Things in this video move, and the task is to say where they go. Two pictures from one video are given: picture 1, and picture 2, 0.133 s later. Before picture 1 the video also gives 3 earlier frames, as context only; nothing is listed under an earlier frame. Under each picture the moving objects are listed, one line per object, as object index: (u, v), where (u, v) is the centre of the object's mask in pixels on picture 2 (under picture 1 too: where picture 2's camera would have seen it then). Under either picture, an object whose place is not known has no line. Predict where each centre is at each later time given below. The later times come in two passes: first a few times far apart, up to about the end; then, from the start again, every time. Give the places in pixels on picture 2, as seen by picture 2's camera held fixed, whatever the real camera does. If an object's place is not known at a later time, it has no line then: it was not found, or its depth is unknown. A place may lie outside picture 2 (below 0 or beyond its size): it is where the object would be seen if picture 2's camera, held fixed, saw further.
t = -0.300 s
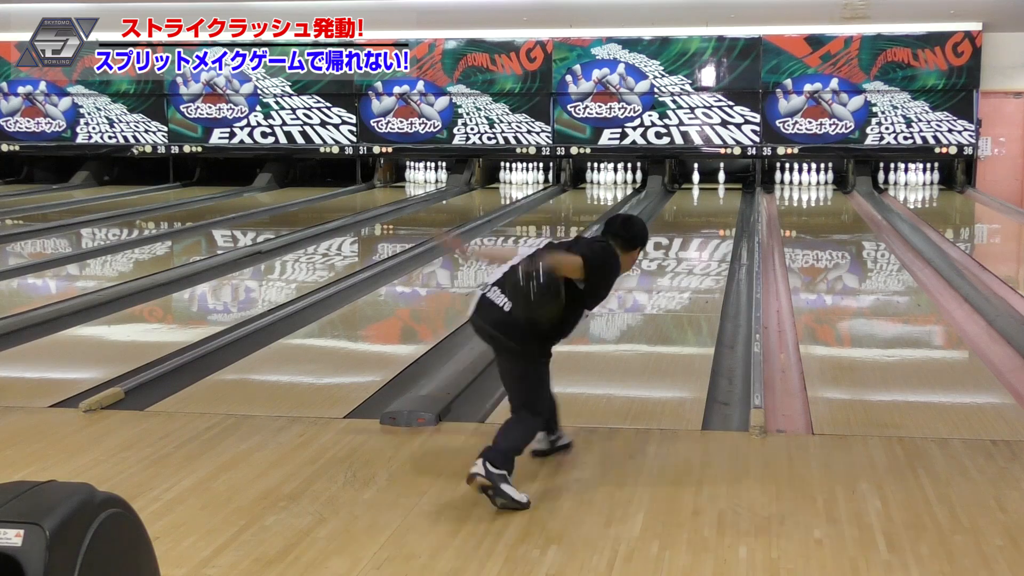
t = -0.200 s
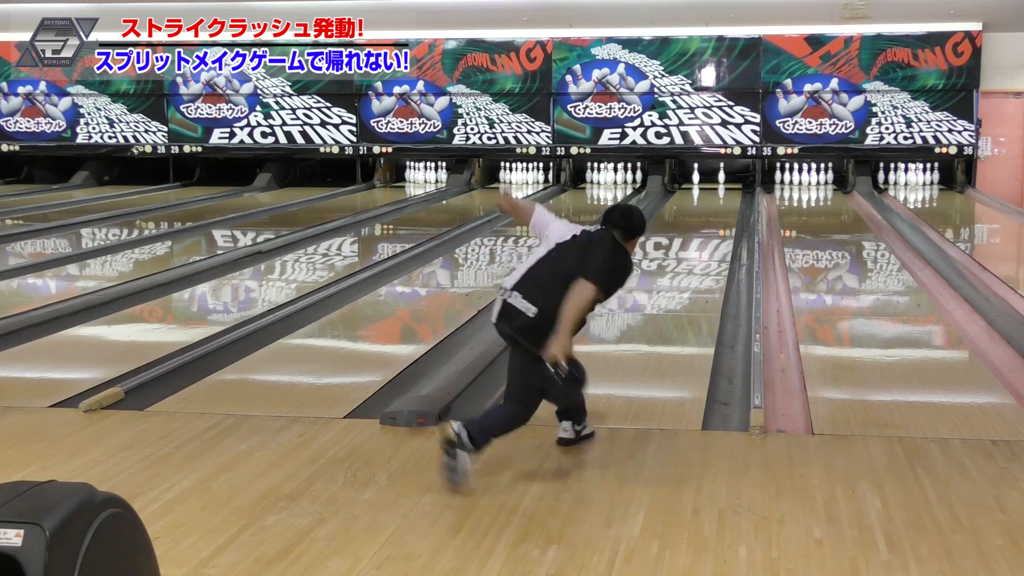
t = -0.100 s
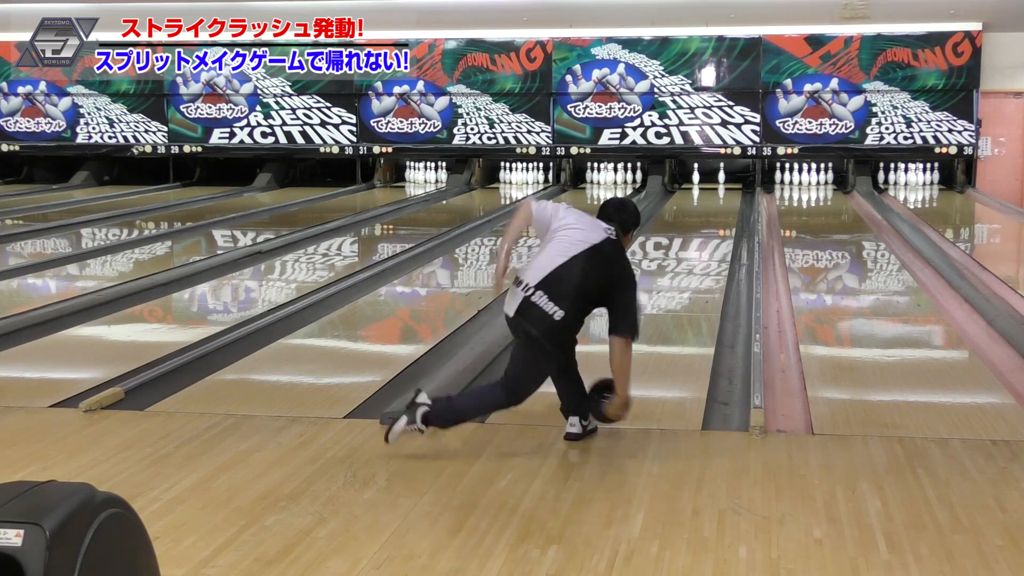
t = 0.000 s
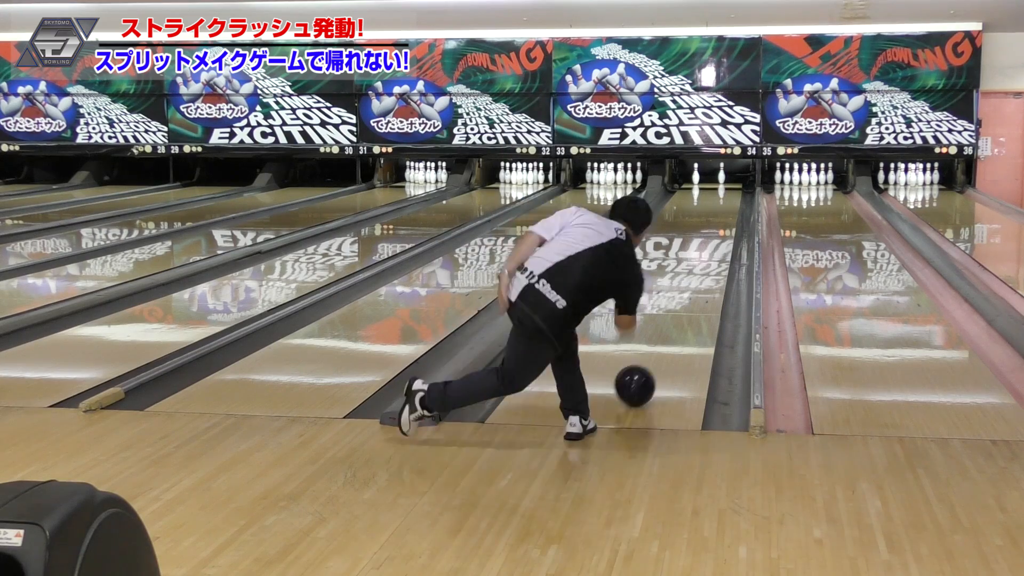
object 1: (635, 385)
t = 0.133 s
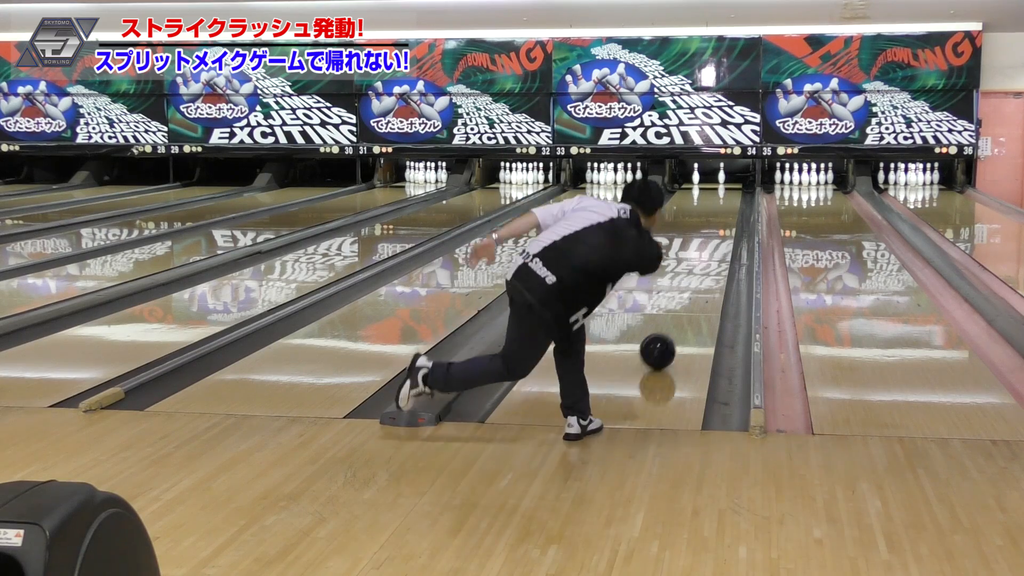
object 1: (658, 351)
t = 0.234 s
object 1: (671, 330)
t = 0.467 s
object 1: (695, 297)
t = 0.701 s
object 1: (711, 265)
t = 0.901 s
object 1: (720, 248)
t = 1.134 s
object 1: (727, 231)
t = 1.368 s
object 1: (729, 218)
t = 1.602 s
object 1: (728, 207)
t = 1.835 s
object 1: (723, 198)
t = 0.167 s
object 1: (662, 343)
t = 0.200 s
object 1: (667, 336)
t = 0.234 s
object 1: (671, 330)
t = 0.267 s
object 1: (675, 324)
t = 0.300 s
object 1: (679, 318)
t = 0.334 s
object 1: (682, 313)
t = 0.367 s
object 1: (686, 307)
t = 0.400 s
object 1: (689, 302)
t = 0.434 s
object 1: (692, 297)
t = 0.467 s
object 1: (695, 297)
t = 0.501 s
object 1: (704, 288)
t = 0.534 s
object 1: (701, 284)
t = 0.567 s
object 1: (703, 280)
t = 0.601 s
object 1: (705, 276)
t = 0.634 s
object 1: (707, 272)
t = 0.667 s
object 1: (709, 269)
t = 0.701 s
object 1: (711, 265)
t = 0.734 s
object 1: (713, 262)
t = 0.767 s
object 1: (715, 259)
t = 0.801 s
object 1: (716, 256)
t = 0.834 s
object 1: (718, 253)
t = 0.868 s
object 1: (719, 250)
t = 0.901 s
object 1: (720, 248)
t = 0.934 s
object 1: (722, 245)
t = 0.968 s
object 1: (723, 242)
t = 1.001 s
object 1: (724, 240)
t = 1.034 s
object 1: (725, 238)
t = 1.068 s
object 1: (726, 235)
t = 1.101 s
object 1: (726, 233)
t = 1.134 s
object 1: (727, 231)
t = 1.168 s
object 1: (728, 229)
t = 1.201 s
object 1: (728, 227)
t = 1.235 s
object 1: (728, 225)
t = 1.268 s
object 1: (729, 223)
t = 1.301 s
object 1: (729, 222)
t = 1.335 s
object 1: (729, 220)
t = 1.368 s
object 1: (729, 218)
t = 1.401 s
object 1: (729, 216)
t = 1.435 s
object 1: (729, 215)
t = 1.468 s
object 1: (729, 213)
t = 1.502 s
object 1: (729, 212)
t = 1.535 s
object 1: (729, 210)
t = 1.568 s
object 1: (729, 209)
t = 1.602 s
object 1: (728, 207)
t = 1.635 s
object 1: (728, 206)
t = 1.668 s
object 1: (727, 205)
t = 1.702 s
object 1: (727, 203)
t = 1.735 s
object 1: (726, 202)
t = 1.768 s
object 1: (725, 201)
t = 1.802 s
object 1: (724, 199)
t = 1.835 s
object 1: (723, 198)
